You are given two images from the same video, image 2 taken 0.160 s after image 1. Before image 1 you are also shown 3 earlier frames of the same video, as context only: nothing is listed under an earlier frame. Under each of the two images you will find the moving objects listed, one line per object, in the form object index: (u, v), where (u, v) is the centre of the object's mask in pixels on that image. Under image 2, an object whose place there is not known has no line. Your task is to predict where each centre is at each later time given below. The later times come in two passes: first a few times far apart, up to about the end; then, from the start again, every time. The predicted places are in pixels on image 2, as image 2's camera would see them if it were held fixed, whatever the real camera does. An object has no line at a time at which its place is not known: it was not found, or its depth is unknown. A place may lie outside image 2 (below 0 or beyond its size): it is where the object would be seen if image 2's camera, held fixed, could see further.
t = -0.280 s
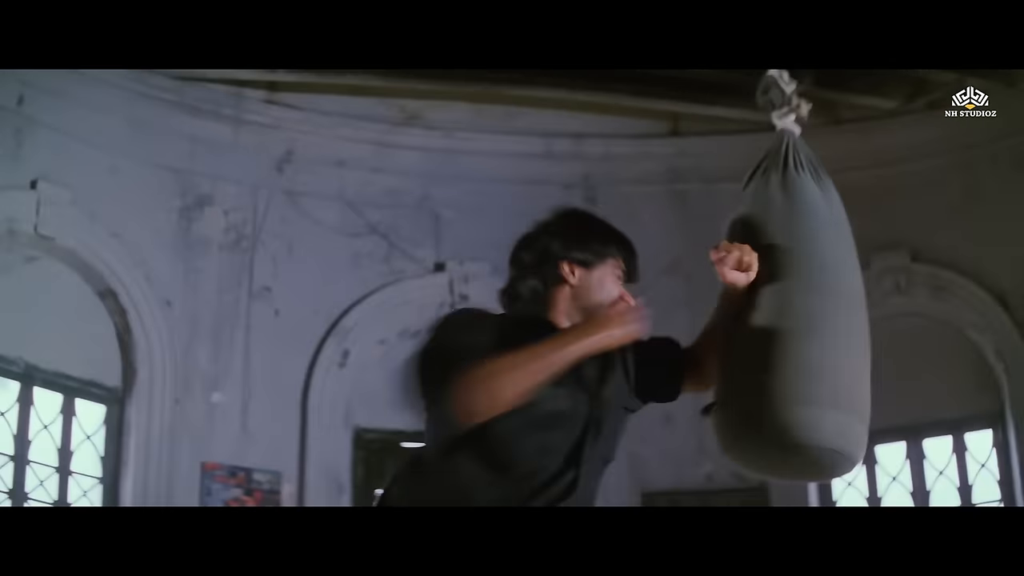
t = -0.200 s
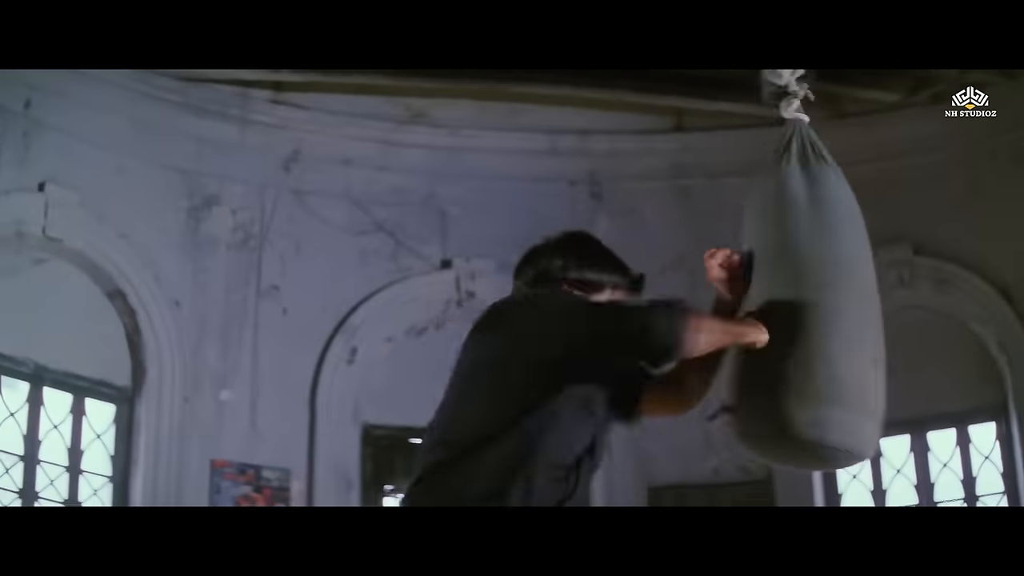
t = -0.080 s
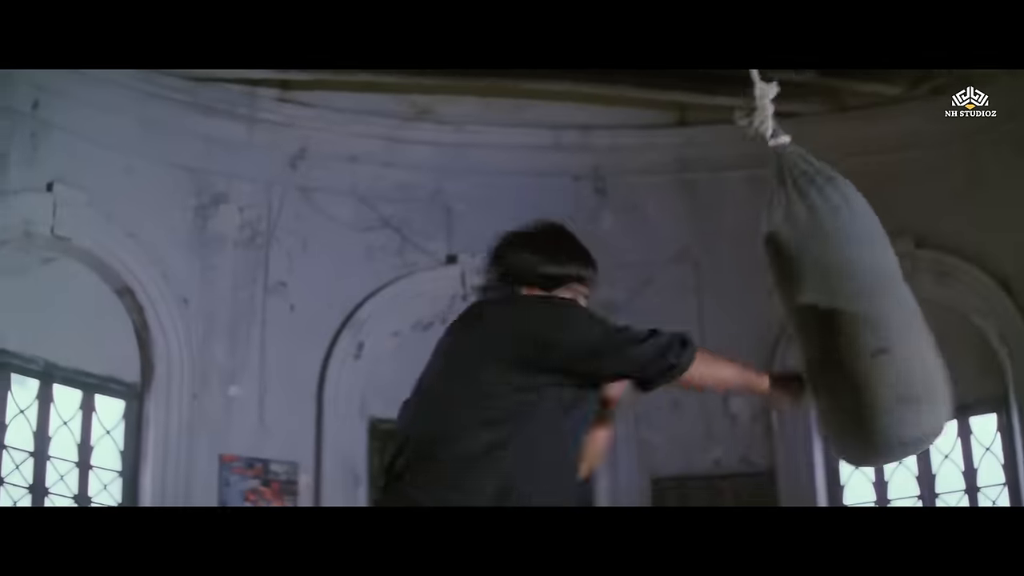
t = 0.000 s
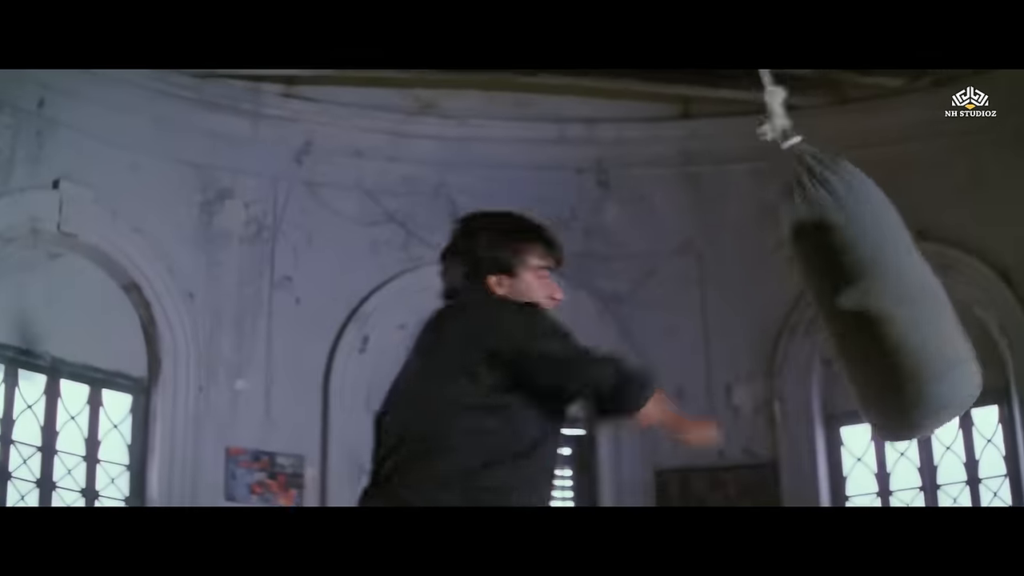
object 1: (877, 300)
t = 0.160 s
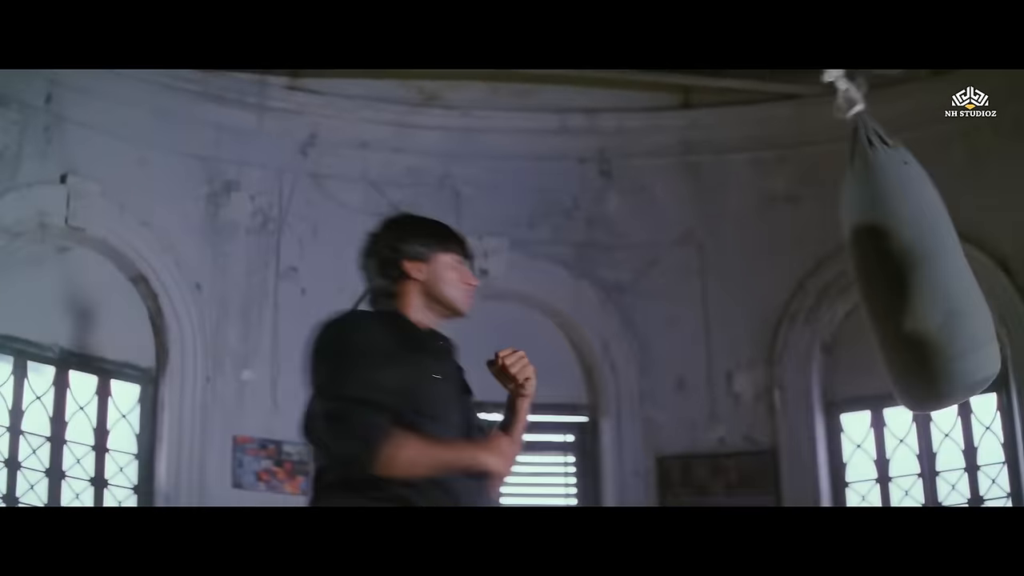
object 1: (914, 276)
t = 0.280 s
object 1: (921, 266)
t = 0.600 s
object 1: (892, 280)
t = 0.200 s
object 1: (919, 274)
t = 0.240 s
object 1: (921, 270)
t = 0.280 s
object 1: (921, 266)
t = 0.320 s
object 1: (919, 264)
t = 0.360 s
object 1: (917, 263)
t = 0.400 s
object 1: (915, 264)
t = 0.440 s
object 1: (912, 267)
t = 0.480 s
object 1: (910, 270)
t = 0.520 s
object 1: (905, 272)
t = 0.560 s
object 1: (901, 276)
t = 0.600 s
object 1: (892, 280)
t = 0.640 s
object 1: (882, 283)
